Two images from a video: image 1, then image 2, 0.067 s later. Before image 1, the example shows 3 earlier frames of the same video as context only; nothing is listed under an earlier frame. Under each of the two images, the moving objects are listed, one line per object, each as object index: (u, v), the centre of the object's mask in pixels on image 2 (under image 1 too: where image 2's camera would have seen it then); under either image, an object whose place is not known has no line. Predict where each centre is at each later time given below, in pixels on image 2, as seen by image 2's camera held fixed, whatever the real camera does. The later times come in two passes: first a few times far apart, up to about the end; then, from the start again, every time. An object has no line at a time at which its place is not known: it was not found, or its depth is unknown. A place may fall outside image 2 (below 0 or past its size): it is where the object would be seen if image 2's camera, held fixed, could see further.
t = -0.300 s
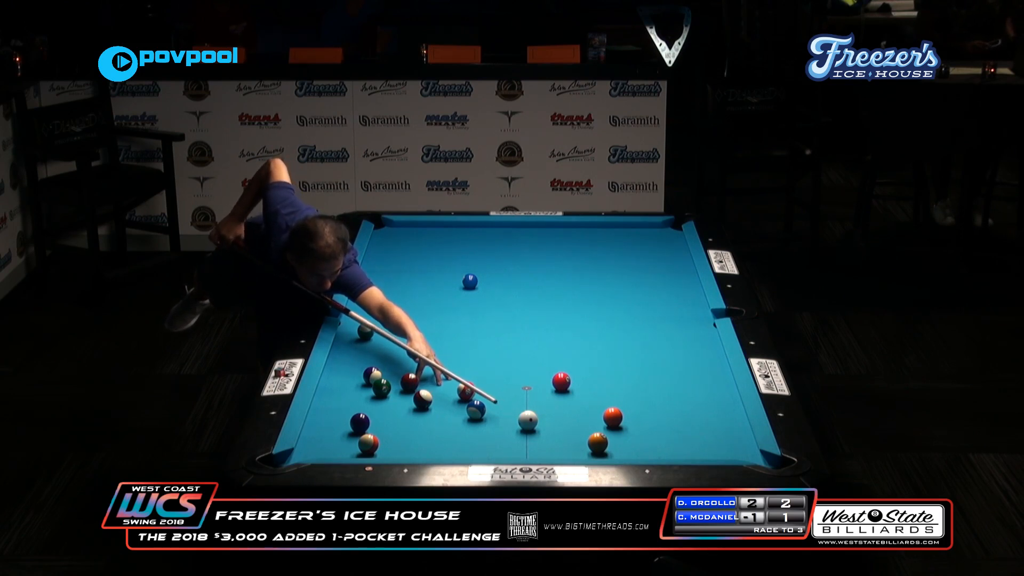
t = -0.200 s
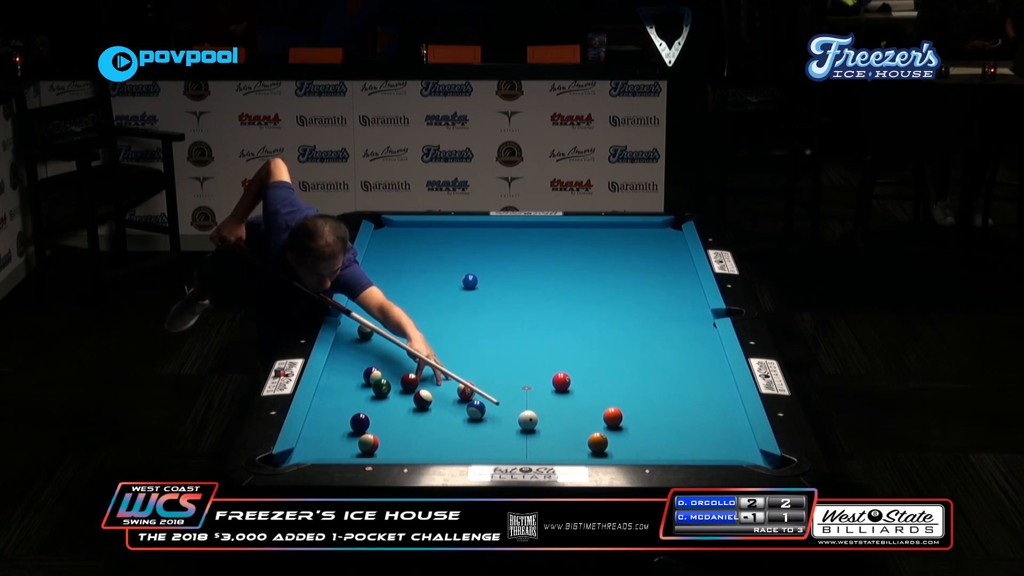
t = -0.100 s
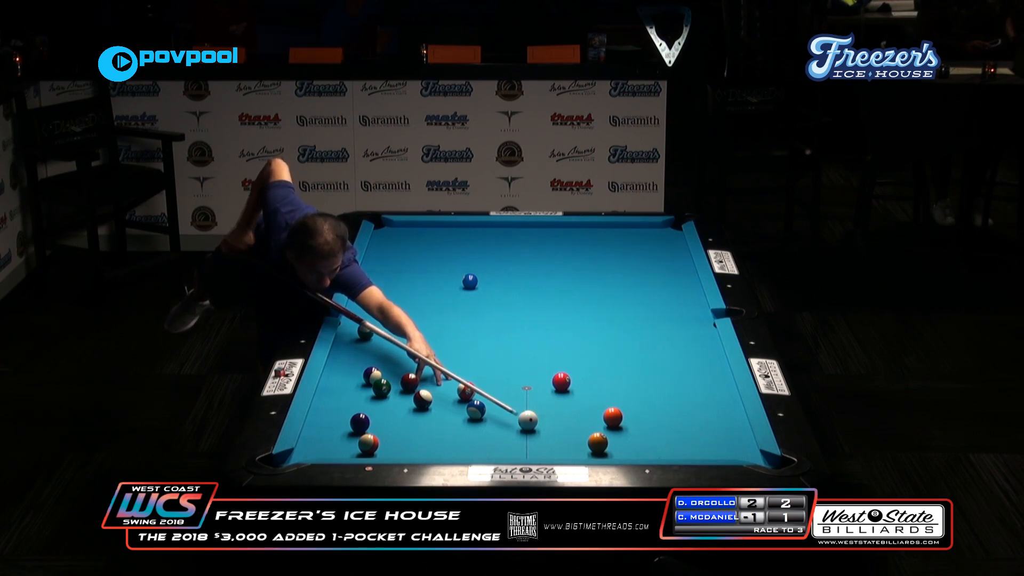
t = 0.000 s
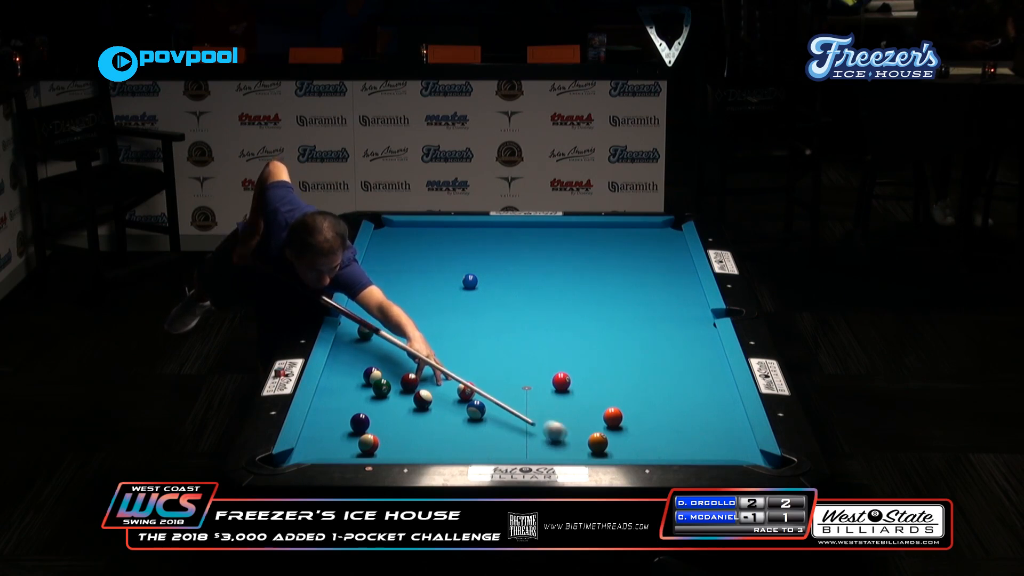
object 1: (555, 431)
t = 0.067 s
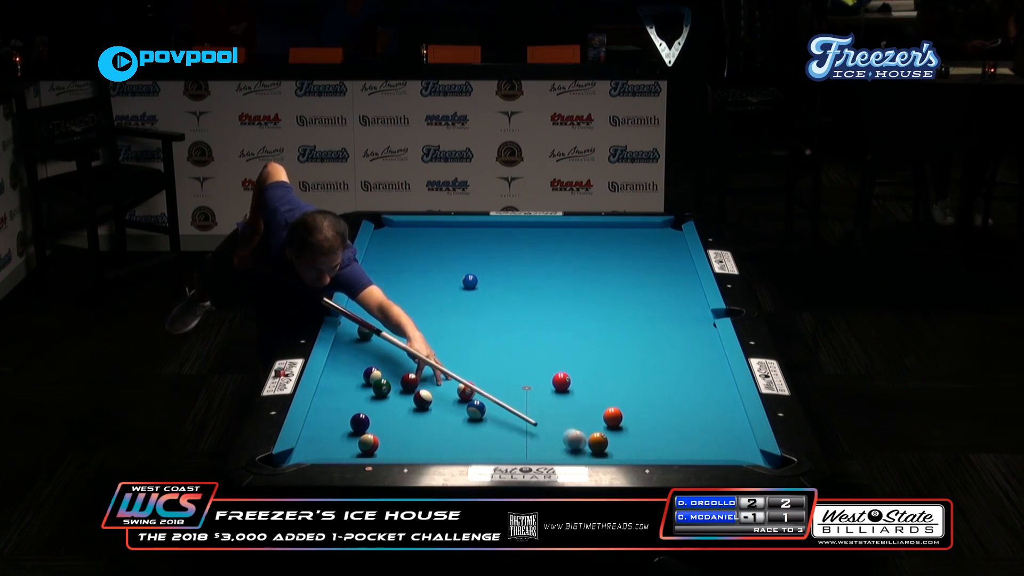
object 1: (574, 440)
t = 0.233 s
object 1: (578, 452)
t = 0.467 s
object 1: (565, 445)
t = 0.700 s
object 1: (552, 433)
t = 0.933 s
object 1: (541, 422)
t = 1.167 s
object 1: (530, 412)
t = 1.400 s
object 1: (521, 403)
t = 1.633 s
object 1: (512, 395)
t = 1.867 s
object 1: (504, 387)
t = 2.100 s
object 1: (496, 380)
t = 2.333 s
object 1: (489, 374)
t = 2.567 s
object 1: (483, 368)
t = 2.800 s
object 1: (478, 363)
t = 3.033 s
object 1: (473, 358)
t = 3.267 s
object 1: (468, 354)
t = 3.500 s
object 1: (464, 351)
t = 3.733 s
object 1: (461, 348)
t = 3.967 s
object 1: (457, 345)
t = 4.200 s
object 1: (454, 343)
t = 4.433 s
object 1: (452, 341)
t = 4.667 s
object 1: (450, 340)
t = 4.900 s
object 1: (448, 339)
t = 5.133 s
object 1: (448, 339)
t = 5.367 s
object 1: (448, 339)
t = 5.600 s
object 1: (448, 339)
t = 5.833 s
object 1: (448, 339)
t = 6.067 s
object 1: (448, 339)
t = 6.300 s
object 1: (448, 339)
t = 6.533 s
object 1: (448, 339)
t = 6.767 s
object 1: (448, 339)
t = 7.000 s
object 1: (448, 339)
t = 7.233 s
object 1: (448, 339)
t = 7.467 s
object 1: (448, 339)
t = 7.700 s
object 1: (448, 339)
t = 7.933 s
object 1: (448, 339)
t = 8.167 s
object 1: (448, 339)
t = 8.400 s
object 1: (448, 339)
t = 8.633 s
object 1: (448, 339)
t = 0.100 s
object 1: (576, 443)
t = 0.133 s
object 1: (576, 446)
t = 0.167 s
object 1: (576, 449)
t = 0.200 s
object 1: (577, 451)
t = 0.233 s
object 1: (578, 452)
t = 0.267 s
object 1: (577, 452)
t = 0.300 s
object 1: (575, 451)
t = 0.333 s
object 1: (573, 450)
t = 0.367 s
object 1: (570, 449)
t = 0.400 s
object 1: (568, 448)
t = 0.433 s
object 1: (567, 447)
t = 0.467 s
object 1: (565, 445)
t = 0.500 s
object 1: (563, 443)
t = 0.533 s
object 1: (561, 442)
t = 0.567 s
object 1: (559, 440)
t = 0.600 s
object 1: (557, 438)
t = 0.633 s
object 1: (556, 437)
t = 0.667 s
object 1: (554, 435)
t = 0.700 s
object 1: (552, 433)
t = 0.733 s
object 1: (550, 432)
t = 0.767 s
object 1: (549, 430)
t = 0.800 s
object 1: (547, 428)
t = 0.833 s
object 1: (545, 427)
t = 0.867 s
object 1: (544, 425)
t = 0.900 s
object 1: (542, 424)
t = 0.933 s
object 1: (541, 422)
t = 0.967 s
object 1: (539, 421)
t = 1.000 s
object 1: (538, 419)
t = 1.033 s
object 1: (536, 418)
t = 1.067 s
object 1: (535, 417)
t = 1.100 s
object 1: (533, 415)
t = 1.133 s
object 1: (532, 414)
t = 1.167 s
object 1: (530, 412)
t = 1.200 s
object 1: (529, 411)
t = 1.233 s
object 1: (527, 409)
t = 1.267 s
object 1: (526, 408)
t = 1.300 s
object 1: (525, 407)
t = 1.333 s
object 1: (523, 406)
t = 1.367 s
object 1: (522, 404)
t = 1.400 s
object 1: (521, 403)
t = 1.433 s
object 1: (519, 402)
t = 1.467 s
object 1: (518, 401)
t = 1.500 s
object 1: (517, 400)
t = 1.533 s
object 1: (515, 398)
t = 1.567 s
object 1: (514, 397)
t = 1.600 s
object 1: (513, 396)
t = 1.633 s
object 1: (512, 395)
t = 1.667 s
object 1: (510, 393)
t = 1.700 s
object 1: (509, 392)
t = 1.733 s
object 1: (508, 391)
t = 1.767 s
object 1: (507, 390)
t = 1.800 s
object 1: (506, 389)
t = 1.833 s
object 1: (505, 388)
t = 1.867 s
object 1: (504, 387)
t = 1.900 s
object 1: (503, 386)
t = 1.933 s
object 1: (501, 385)
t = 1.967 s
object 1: (500, 384)
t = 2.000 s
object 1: (499, 383)
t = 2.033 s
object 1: (498, 382)
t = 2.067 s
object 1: (497, 381)
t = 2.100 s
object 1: (496, 380)
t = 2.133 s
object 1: (495, 379)
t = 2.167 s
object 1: (494, 378)
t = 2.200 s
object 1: (493, 377)
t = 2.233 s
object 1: (492, 376)
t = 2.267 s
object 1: (491, 376)
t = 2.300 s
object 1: (490, 375)
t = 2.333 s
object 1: (489, 374)
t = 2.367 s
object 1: (488, 373)
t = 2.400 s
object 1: (487, 372)
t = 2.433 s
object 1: (487, 371)
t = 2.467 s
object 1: (486, 370)
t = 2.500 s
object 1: (485, 370)
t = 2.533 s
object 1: (484, 369)
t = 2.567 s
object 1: (483, 368)
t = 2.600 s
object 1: (483, 367)
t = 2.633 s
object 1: (482, 367)
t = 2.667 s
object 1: (481, 366)
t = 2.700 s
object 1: (480, 365)
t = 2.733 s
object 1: (479, 364)
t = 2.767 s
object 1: (479, 364)
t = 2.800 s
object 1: (478, 363)
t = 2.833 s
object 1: (477, 362)
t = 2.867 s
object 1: (476, 362)
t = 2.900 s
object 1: (476, 361)
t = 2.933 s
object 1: (475, 360)
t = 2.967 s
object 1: (474, 360)
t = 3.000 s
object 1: (474, 359)
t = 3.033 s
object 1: (473, 358)
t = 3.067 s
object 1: (472, 358)
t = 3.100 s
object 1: (472, 357)
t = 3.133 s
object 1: (471, 357)
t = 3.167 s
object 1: (470, 356)
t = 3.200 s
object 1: (470, 355)
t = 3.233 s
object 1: (469, 355)
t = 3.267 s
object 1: (468, 354)
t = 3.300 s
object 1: (468, 354)
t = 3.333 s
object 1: (467, 353)
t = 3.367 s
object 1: (467, 353)
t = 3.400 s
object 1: (466, 352)
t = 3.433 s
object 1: (466, 352)
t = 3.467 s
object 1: (465, 351)
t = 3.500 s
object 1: (464, 351)
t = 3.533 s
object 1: (464, 350)
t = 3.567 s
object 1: (463, 350)
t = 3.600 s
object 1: (463, 349)
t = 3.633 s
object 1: (462, 349)
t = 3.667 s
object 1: (461, 349)
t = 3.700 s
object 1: (461, 348)
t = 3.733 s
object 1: (461, 348)
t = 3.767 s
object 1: (460, 347)
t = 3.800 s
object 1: (459, 347)
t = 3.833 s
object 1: (459, 347)
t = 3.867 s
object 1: (458, 346)
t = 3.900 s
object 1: (458, 346)
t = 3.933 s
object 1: (458, 346)
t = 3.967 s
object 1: (457, 345)
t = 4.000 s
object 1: (457, 345)
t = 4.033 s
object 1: (456, 345)
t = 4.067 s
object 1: (456, 344)
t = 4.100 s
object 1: (455, 344)
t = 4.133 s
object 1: (455, 344)
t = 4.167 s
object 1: (455, 343)
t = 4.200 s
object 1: (454, 343)
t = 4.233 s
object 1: (454, 343)
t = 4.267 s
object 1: (454, 343)
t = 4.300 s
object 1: (453, 342)
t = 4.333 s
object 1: (453, 342)
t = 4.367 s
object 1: (453, 342)
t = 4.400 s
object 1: (452, 342)
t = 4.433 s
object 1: (452, 341)
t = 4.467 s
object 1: (452, 341)
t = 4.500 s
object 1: (451, 341)
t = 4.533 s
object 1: (451, 341)
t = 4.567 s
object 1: (451, 341)
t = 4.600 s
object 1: (451, 340)
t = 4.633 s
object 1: (450, 340)
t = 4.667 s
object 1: (450, 340)
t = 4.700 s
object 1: (450, 340)
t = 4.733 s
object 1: (449, 340)
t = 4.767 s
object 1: (449, 340)
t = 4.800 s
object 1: (449, 340)
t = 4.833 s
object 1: (449, 340)
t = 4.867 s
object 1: (449, 340)
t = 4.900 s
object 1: (448, 339)
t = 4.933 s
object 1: (448, 339)
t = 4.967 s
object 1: (448, 339)
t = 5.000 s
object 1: (448, 339)
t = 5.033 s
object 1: (448, 339)
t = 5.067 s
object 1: (448, 339)
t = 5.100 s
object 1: (448, 339)
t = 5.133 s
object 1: (448, 339)
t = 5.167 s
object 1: (448, 339)
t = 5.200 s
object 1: (448, 339)
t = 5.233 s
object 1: (448, 339)
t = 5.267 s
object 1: (448, 339)
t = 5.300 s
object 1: (448, 339)
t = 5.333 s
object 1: (448, 339)
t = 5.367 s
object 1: (448, 339)
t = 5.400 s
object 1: (448, 339)
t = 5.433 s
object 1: (448, 339)
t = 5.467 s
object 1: (448, 339)
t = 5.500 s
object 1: (448, 339)
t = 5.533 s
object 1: (448, 339)
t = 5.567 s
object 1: (448, 339)
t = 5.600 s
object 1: (448, 339)
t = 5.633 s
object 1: (448, 339)
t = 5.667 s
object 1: (448, 339)
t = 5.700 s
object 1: (448, 339)
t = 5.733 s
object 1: (448, 339)
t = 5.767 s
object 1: (448, 339)
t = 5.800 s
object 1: (448, 339)
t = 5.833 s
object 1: (448, 339)
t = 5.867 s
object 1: (448, 339)
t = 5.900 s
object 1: (448, 339)
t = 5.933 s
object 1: (448, 339)
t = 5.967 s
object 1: (448, 339)
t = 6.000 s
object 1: (448, 339)
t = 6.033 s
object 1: (448, 339)
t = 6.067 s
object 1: (448, 339)
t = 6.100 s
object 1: (448, 339)
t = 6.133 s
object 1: (448, 339)
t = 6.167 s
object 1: (448, 339)
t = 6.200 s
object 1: (448, 339)
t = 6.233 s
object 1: (448, 339)
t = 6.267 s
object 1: (448, 339)
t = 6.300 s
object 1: (448, 339)
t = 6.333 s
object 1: (448, 339)
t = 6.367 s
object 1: (448, 339)
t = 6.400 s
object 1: (448, 339)
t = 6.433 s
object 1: (448, 339)
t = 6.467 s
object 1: (448, 339)
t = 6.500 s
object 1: (448, 339)
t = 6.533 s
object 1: (448, 339)
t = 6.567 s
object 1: (448, 339)
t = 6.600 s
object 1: (448, 339)
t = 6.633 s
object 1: (448, 339)
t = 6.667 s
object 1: (448, 339)
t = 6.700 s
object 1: (448, 339)
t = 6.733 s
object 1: (448, 339)
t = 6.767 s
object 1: (448, 339)
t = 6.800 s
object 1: (448, 339)
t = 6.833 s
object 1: (448, 339)
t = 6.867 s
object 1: (448, 339)
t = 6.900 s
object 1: (448, 339)
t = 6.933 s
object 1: (448, 339)
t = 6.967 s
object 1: (448, 339)
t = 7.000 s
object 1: (448, 339)
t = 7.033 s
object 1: (448, 339)
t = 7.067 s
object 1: (448, 339)
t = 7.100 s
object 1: (448, 339)
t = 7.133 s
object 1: (448, 339)
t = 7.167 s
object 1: (448, 339)
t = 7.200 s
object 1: (448, 339)
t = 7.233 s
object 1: (448, 339)
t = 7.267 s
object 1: (448, 339)
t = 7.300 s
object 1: (448, 339)
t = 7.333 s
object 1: (448, 339)
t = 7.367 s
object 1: (448, 339)
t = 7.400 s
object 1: (448, 339)
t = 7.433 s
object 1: (448, 339)
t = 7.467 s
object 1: (448, 339)
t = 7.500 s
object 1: (448, 339)
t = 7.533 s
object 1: (448, 339)
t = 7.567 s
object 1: (448, 339)
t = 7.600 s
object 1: (448, 339)
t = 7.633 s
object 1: (448, 339)
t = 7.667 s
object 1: (448, 339)
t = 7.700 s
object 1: (448, 339)
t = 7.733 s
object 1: (448, 339)
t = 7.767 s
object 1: (448, 339)
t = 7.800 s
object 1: (448, 339)
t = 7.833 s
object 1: (448, 339)
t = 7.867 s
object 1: (448, 339)
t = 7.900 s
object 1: (448, 339)
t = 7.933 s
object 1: (448, 339)
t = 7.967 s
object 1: (448, 339)
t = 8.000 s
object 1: (448, 339)
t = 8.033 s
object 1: (448, 339)
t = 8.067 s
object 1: (448, 339)
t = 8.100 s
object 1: (448, 339)
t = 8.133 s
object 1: (448, 339)
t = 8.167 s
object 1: (448, 339)
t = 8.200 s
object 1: (448, 339)
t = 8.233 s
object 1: (448, 339)
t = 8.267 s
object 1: (448, 339)
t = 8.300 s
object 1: (448, 339)
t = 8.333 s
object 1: (448, 339)
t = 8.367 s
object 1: (448, 339)
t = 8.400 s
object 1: (448, 339)
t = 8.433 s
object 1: (448, 339)
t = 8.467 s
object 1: (448, 339)
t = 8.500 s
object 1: (448, 339)
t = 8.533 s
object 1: (448, 339)
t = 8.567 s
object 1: (448, 339)
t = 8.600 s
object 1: (448, 339)
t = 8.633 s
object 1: (448, 339)
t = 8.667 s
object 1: (448, 339)
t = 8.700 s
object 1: (448, 339)
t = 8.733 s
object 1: (448, 339)
